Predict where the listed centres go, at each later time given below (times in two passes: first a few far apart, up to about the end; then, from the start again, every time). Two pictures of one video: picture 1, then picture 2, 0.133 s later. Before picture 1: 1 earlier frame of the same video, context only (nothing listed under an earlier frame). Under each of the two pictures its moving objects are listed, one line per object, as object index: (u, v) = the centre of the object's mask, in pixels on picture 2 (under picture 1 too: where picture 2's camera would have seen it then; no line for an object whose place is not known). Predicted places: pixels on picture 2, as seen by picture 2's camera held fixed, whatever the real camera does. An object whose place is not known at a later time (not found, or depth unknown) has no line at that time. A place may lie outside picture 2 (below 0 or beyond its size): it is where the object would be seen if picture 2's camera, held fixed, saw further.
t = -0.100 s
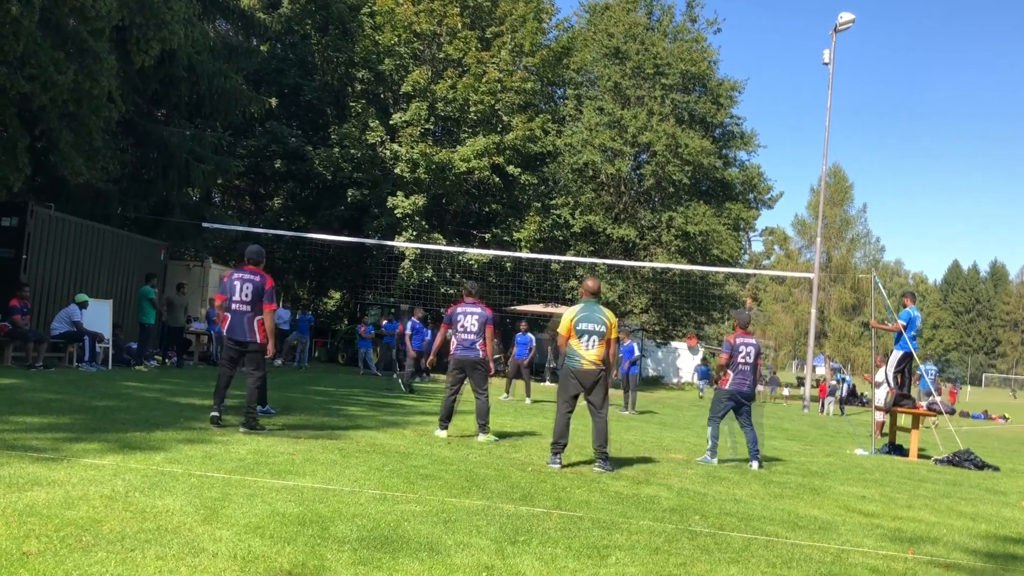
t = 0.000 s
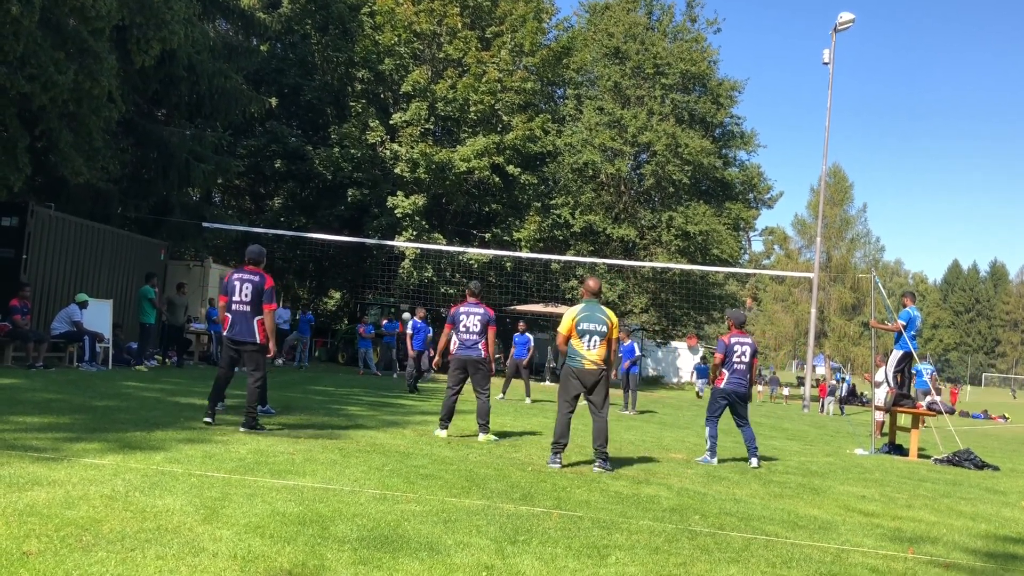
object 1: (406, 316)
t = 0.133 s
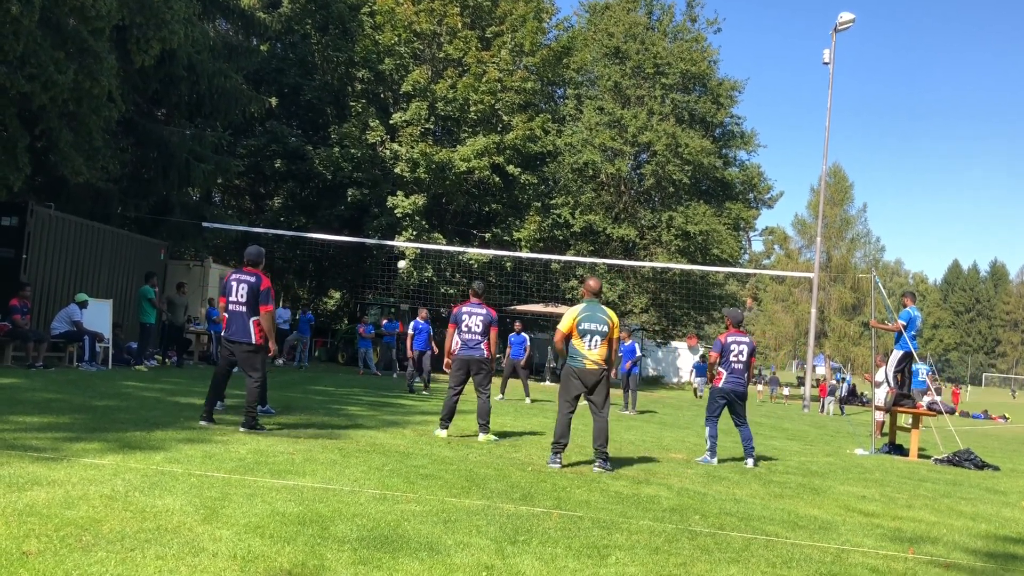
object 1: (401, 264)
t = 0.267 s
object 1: (395, 218)
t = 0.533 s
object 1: (374, 148)
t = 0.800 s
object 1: (347, 108)
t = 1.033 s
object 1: (316, 103)
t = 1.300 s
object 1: (271, 140)
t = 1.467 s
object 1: (237, 191)
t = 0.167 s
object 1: (400, 252)
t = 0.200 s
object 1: (398, 239)
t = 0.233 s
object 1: (396, 229)
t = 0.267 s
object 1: (395, 218)
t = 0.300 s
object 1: (392, 208)
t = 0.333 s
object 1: (390, 198)
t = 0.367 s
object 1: (388, 189)
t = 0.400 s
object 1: (385, 180)
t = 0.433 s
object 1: (383, 171)
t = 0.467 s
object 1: (380, 163)
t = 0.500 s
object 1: (377, 155)
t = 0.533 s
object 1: (374, 148)
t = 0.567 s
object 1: (372, 142)
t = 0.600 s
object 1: (368, 135)
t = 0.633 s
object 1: (365, 129)
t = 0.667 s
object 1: (362, 124)
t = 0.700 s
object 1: (358, 120)
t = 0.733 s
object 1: (355, 114)
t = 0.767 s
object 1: (351, 111)
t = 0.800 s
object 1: (347, 108)
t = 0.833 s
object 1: (343, 106)
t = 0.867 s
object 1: (339, 103)
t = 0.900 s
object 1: (335, 102)
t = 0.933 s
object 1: (330, 102)
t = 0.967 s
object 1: (326, 102)
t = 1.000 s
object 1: (321, 102)
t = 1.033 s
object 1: (316, 103)
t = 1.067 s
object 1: (311, 105)
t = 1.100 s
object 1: (306, 108)
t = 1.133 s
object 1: (300, 111)
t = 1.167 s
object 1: (295, 116)
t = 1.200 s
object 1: (289, 121)
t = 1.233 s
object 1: (284, 126)
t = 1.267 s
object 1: (277, 133)
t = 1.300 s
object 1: (271, 140)
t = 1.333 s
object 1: (264, 149)
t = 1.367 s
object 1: (258, 158)
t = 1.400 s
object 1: (251, 168)
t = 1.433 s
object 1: (244, 179)
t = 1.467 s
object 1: (237, 191)
